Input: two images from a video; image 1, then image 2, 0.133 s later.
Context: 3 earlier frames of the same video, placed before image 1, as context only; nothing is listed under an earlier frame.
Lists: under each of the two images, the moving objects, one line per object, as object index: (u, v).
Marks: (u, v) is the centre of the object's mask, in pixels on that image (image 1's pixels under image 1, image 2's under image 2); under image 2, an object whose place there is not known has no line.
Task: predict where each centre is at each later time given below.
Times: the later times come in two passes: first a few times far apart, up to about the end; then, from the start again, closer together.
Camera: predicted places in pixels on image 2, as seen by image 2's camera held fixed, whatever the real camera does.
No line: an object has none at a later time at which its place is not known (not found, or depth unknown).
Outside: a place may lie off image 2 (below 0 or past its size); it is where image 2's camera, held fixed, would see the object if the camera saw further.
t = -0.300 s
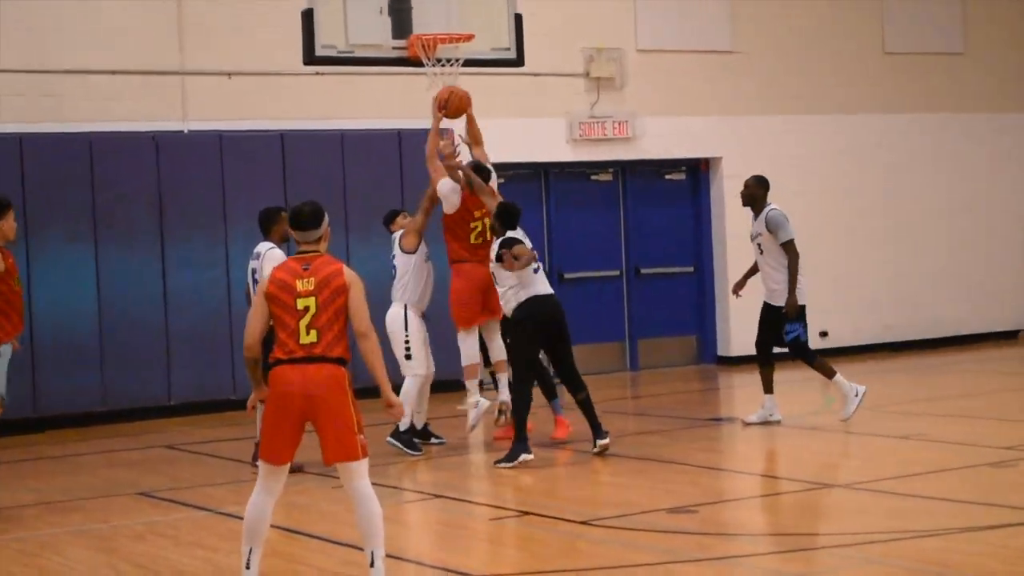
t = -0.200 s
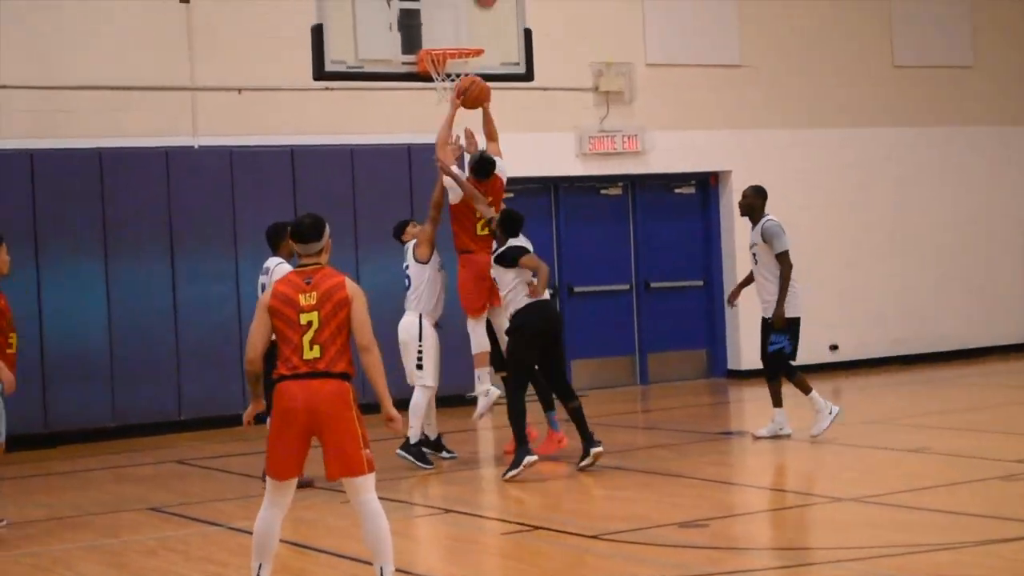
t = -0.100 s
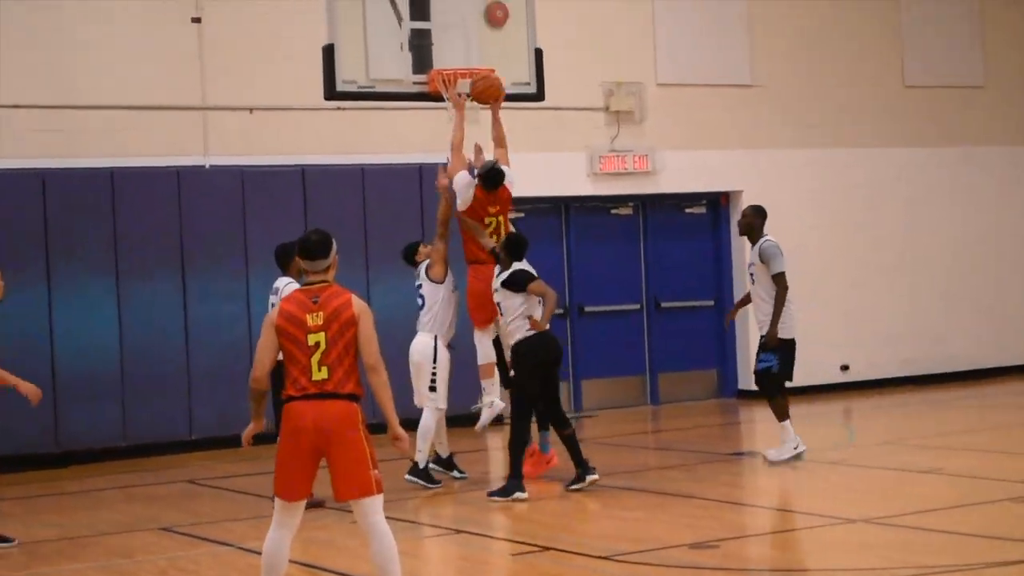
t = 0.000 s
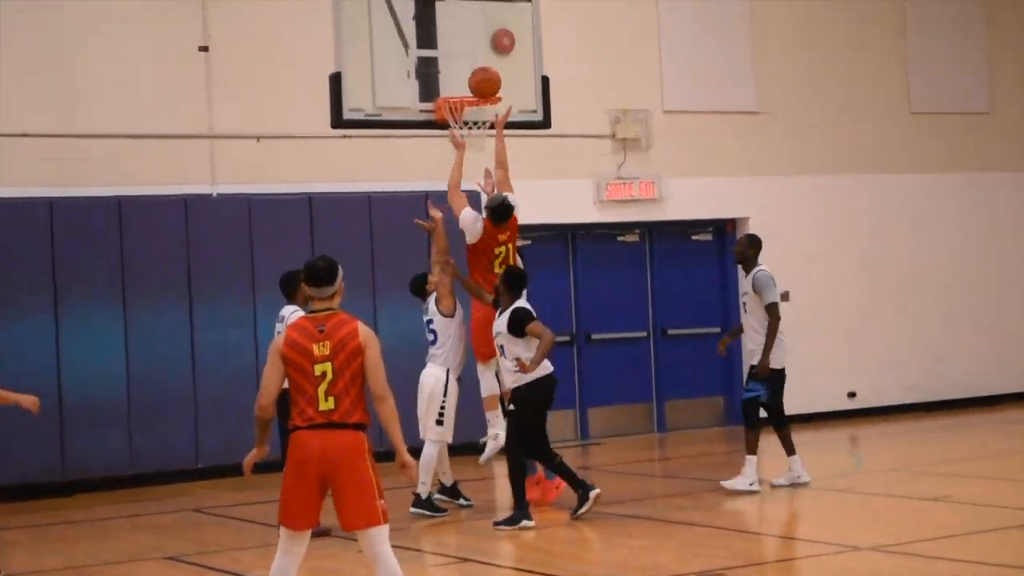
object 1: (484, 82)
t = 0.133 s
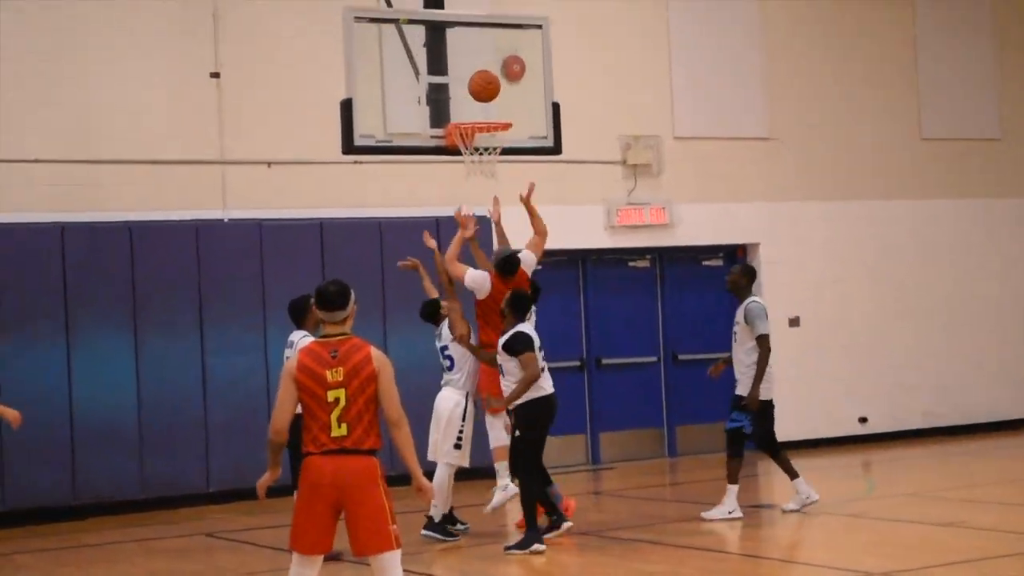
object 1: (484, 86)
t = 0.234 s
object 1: (476, 84)
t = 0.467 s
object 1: (471, 122)
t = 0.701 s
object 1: (503, 150)
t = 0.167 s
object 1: (481, 84)
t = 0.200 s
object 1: (479, 84)
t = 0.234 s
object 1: (476, 84)
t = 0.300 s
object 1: (471, 90)
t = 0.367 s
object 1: (468, 102)
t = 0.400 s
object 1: (466, 108)
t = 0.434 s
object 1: (464, 113)
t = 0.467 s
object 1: (471, 122)
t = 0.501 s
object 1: (476, 131)
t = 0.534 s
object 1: (481, 137)
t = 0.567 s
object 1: (488, 145)
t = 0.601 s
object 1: (494, 148)
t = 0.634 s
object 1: (499, 149)
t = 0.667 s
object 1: (501, 150)
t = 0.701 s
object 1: (503, 150)
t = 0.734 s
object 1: (504, 152)
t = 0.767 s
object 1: (504, 154)
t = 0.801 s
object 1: (502, 156)
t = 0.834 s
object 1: (500, 159)
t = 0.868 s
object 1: (497, 161)
